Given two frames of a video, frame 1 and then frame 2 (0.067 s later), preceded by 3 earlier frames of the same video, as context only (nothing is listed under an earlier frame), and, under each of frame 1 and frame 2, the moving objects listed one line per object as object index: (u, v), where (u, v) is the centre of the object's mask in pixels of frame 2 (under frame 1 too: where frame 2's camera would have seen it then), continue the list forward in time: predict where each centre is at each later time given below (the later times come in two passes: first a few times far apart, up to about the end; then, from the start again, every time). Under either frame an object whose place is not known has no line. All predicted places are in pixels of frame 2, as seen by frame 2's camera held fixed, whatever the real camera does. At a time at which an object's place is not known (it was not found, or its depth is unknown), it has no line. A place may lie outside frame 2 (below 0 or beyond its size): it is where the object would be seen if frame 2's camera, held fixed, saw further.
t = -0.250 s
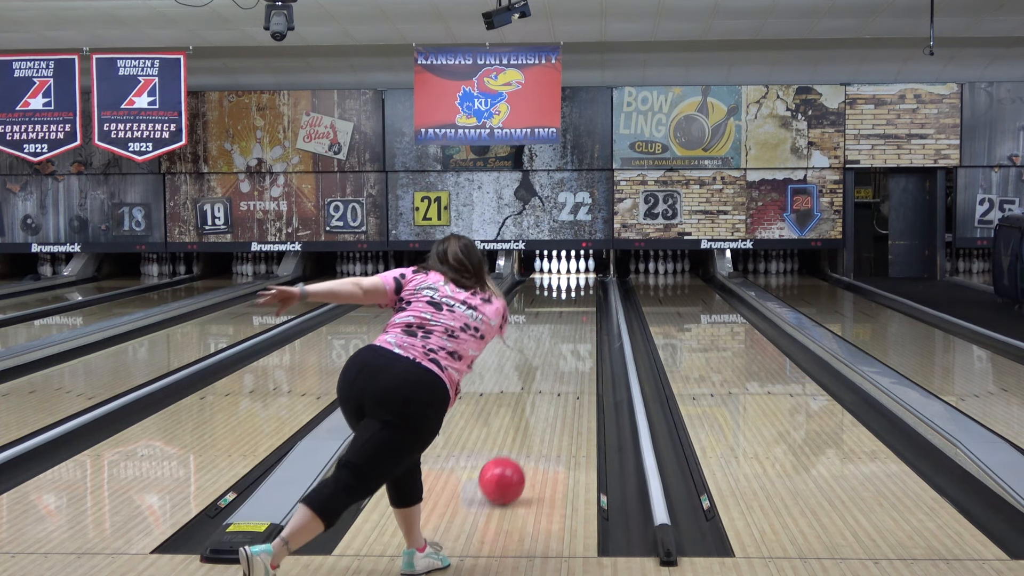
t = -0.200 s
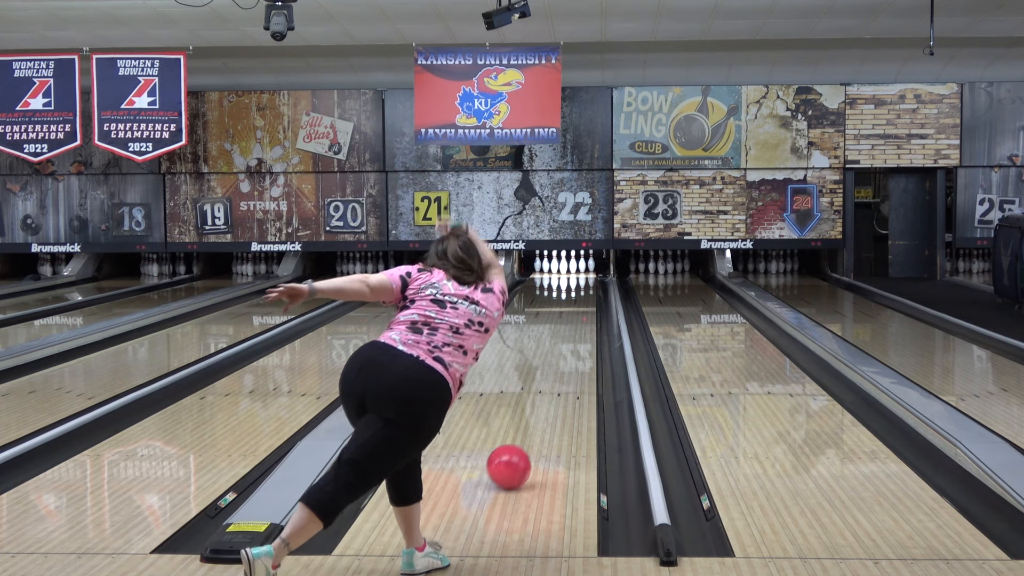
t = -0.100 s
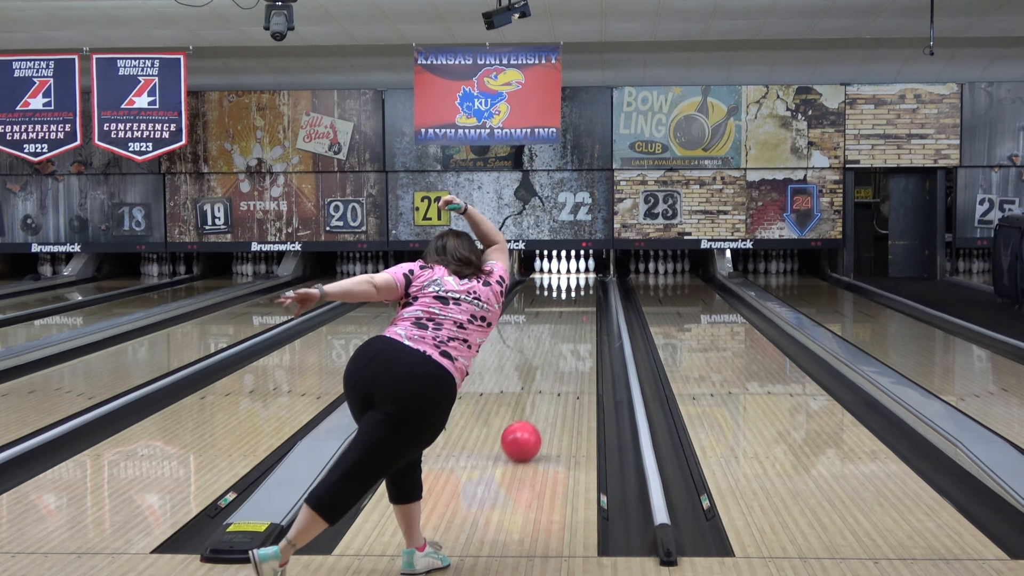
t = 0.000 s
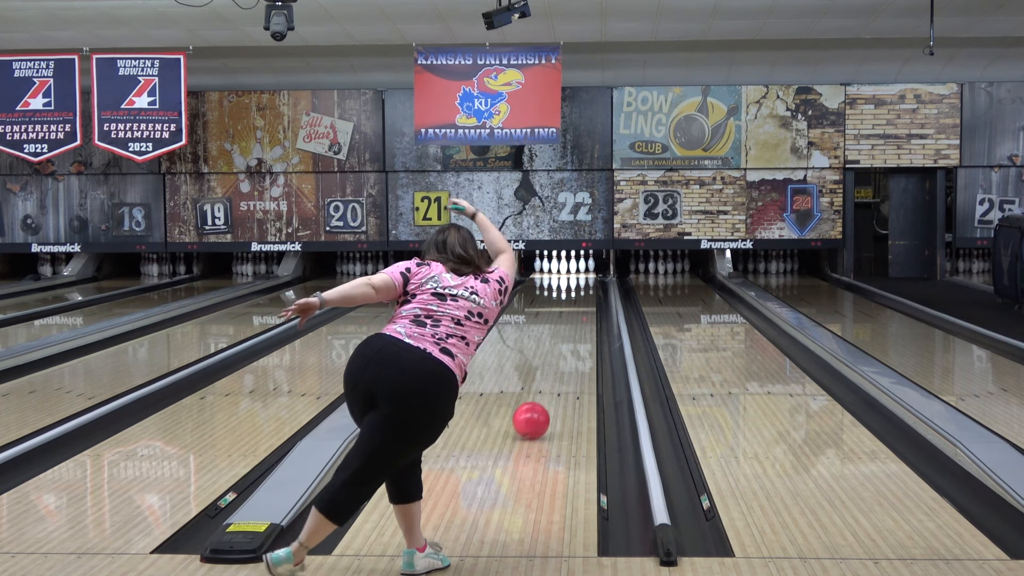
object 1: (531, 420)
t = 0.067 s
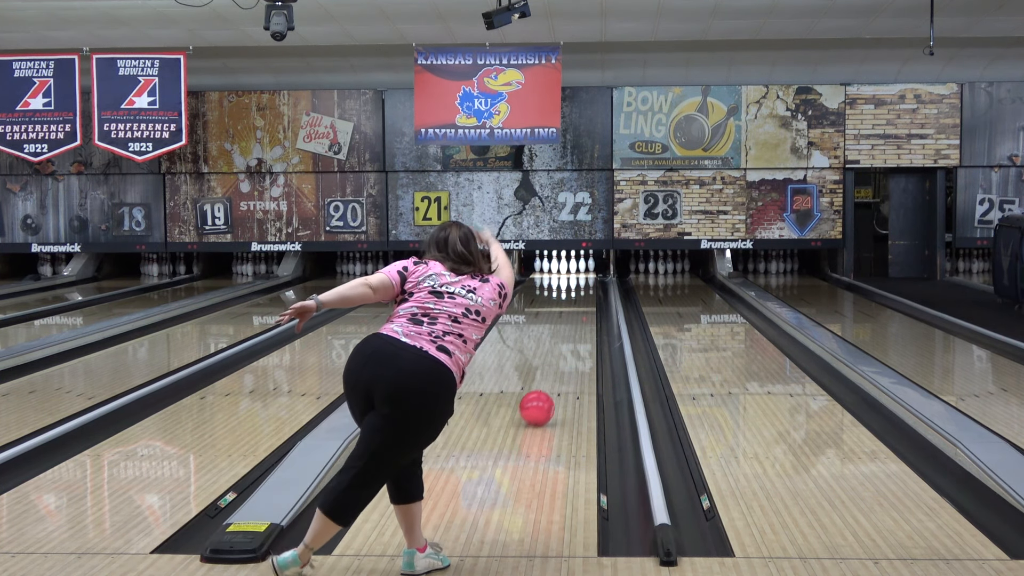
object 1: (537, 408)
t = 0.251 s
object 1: (550, 380)
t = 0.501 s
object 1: (562, 352)
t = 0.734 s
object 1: (571, 333)
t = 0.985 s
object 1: (577, 317)
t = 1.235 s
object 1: (580, 304)
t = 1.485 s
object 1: (582, 294)
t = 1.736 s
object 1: (582, 286)
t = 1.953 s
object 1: (580, 280)
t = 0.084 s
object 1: (538, 405)
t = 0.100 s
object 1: (539, 402)
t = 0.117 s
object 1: (541, 400)
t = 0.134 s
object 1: (542, 397)
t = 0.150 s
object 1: (543, 395)
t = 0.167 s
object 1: (544, 392)
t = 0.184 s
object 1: (545, 390)
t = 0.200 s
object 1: (547, 387)
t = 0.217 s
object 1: (548, 385)
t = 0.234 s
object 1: (549, 383)
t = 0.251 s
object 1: (550, 380)
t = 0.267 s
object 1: (551, 378)
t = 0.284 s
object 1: (552, 376)
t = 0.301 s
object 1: (553, 374)
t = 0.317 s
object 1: (554, 372)
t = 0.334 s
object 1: (554, 370)
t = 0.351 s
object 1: (555, 368)
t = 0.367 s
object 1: (556, 366)
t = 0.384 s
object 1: (557, 364)
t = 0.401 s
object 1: (558, 363)
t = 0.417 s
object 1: (559, 361)
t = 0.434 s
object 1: (559, 359)
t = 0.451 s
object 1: (560, 357)
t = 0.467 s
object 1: (561, 356)
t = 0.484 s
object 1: (562, 354)
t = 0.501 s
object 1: (562, 352)
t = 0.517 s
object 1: (563, 351)
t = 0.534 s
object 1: (564, 349)
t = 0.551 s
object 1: (564, 348)
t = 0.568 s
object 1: (565, 346)
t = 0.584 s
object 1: (566, 345)
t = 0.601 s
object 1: (566, 343)
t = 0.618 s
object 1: (567, 342)
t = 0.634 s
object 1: (568, 341)
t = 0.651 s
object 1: (568, 339)
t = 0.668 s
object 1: (568, 338)
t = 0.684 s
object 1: (569, 337)
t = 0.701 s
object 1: (570, 335)
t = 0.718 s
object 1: (570, 334)
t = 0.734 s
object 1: (571, 333)
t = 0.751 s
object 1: (571, 332)
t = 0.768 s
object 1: (572, 330)
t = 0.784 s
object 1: (572, 329)
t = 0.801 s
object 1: (573, 328)
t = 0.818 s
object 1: (573, 327)
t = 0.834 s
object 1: (573, 326)
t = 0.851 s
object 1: (574, 325)
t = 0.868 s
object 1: (575, 324)
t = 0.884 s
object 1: (575, 323)
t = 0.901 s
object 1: (575, 322)
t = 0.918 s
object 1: (575, 321)
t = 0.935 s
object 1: (576, 320)
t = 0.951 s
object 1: (576, 319)
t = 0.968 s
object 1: (576, 318)
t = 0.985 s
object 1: (577, 317)
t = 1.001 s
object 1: (577, 316)
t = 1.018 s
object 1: (577, 315)
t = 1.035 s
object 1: (577, 314)
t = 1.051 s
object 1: (578, 313)
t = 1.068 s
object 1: (578, 312)
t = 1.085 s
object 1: (578, 312)
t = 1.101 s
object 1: (579, 311)
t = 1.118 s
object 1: (579, 310)
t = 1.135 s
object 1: (579, 309)
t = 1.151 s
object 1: (579, 308)
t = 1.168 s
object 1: (579, 307)
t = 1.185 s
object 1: (579, 306)
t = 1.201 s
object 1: (580, 305)
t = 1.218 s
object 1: (580, 305)
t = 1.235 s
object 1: (580, 304)
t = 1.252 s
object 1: (580, 303)
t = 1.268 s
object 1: (580, 303)
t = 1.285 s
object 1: (580, 302)
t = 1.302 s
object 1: (580, 301)
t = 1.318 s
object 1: (581, 300)
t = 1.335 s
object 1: (581, 300)
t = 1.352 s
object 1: (581, 299)
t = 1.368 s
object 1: (581, 298)
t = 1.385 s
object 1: (581, 298)
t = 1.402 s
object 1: (582, 297)
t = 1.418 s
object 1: (582, 297)
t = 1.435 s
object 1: (582, 296)
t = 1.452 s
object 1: (582, 295)
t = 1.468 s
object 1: (582, 295)
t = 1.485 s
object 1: (582, 294)
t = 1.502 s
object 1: (582, 293)
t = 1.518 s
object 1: (582, 293)
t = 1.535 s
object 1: (582, 292)
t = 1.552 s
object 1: (582, 292)
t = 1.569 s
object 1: (582, 291)
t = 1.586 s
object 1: (582, 291)
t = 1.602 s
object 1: (582, 290)
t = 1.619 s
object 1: (582, 289)
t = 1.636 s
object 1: (582, 289)
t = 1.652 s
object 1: (582, 289)
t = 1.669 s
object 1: (582, 288)
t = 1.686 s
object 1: (582, 287)
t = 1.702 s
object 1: (582, 287)
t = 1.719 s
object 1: (582, 286)
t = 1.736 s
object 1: (582, 286)
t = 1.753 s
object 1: (582, 285)
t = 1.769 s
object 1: (582, 285)
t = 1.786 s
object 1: (582, 284)
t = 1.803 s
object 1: (582, 284)
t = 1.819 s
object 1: (581, 284)
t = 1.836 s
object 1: (581, 283)
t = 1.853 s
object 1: (581, 282)
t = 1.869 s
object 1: (581, 282)
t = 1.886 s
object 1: (581, 281)
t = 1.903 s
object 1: (581, 281)
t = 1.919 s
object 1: (581, 280)
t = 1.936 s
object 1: (580, 280)
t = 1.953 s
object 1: (580, 280)
